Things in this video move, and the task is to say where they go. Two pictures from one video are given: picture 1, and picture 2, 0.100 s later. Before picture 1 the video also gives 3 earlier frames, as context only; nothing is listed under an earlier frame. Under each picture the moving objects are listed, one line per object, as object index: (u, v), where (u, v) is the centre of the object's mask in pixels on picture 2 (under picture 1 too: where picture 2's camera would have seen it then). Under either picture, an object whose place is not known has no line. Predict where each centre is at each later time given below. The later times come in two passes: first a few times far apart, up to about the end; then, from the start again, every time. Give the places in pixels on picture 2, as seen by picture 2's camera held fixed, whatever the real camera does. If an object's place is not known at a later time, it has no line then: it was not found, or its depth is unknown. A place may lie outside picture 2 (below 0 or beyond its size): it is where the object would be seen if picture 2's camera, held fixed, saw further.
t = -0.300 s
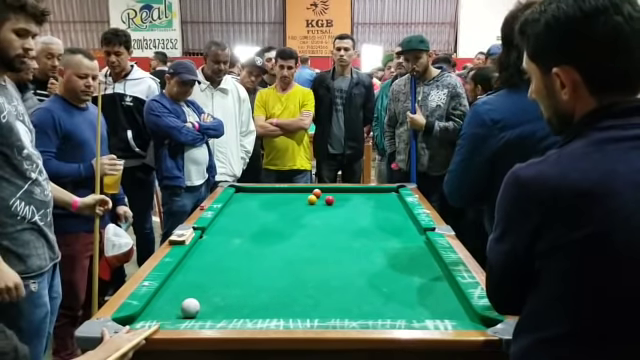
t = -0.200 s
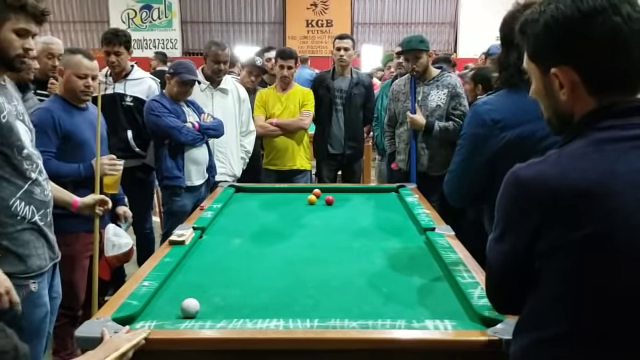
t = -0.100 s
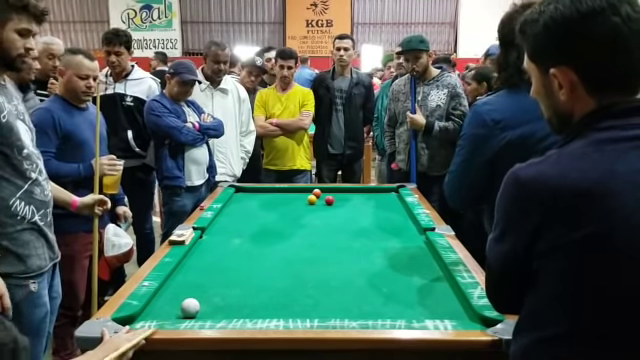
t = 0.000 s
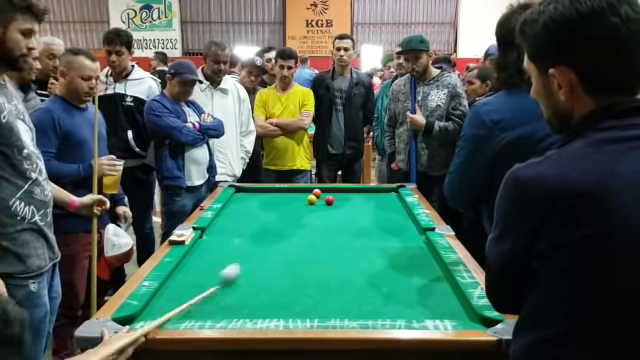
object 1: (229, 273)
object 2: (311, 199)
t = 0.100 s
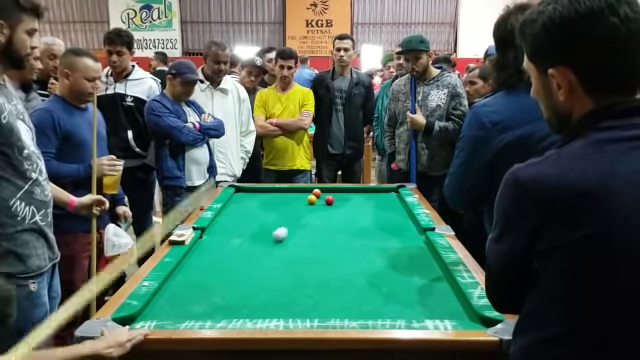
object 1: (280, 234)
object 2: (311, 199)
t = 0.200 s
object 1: (311, 209)
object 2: (311, 199)
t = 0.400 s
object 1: (333, 192)
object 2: (258, 191)
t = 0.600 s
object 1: (346, 195)
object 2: (238, 188)
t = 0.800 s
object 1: (360, 201)
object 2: (238, 188)
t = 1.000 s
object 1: (376, 204)
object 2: (241, 188)
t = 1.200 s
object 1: (392, 208)
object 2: (241, 188)
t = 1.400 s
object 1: (404, 211)
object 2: (241, 188)
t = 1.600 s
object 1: (396, 213)
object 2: (241, 189)
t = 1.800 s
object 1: (388, 215)
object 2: (241, 189)
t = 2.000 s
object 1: (380, 217)
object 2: (241, 189)
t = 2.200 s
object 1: (372, 219)
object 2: (241, 189)
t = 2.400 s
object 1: (365, 221)
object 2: (241, 189)
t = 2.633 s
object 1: (357, 224)
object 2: (241, 189)
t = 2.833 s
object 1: (350, 225)
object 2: (241, 189)
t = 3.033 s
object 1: (343, 227)
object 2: (241, 189)
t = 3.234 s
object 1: (337, 229)
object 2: (241, 189)
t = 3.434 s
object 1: (331, 230)
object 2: (241, 189)
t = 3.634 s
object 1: (326, 231)
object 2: (241, 189)
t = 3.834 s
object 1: (321, 232)
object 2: (241, 189)
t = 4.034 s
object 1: (317, 233)
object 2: (241, 189)
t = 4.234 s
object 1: (314, 234)
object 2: (241, 189)
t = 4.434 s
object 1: (310, 234)
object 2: (241, 189)
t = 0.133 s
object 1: (292, 224)
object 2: (311, 199)
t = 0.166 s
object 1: (302, 216)
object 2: (311, 199)
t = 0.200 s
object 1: (311, 209)
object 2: (311, 199)
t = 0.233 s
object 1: (320, 202)
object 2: (311, 199)
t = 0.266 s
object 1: (322, 198)
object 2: (303, 197)
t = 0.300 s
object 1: (325, 196)
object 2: (290, 196)
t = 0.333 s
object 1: (327, 196)
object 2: (279, 194)
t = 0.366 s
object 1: (330, 194)
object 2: (268, 192)
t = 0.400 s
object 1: (333, 192)
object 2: (258, 191)
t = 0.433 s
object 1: (336, 190)
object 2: (248, 189)
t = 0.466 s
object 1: (339, 189)
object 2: (239, 188)
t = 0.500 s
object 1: (341, 190)
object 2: (237, 188)
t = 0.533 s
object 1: (342, 191)
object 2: (237, 188)
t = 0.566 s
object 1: (344, 193)
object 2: (237, 188)
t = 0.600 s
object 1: (346, 195)
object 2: (238, 188)
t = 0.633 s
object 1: (348, 196)
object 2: (238, 188)
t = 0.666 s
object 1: (350, 197)
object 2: (238, 188)
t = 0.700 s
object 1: (352, 198)
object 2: (237, 188)
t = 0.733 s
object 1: (355, 199)
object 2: (237, 188)
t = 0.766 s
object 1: (357, 200)
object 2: (238, 188)
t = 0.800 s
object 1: (360, 201)
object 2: (238, 188)
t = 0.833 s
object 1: (362, 201)
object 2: (238, 188)
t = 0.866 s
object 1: (365, 202)
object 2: (239, 188)
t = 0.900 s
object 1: (368, 202)
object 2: (239, 188)
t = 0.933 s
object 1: (371, 203)
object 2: (240, 188)
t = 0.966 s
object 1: (373, 204)
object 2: (240, 188)
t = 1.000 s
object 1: (376, 204)
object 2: (241, 188)
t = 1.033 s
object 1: (379, 205)
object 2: (241, 188)
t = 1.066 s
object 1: (381, 205)
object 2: (241, 188)
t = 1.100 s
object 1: (384, 206)
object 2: (241, 188)
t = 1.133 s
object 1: (387, 207)
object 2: (241, 188)
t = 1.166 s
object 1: (389, 207)
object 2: (241, 188)
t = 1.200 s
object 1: (392, 208)
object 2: (241, 188)
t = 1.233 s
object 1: (395, 208)
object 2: (241, 188)
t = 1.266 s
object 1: (398, 209)
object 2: (241, 188)
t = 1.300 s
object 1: (400, 210)
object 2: (241, 188)
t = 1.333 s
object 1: (403, 210)
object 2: (241, 188)
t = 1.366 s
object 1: (405, 211)
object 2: (241, 188)
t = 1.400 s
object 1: (404, 211)
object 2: (241, 188)
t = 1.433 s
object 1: (403, 212)
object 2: (241, 188)
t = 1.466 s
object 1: (401, 212)
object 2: (241, 189)
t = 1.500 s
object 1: (400, 212)
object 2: (241, 189)
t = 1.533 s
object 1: (399, 213)
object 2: (241, 189)
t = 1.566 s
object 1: (397, 213)
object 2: (241, 189)
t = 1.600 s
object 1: (396, 213)
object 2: (241, 189)
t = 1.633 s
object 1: (394, 214)
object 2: (241, 189)
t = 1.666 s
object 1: (393, 214)
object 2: (241, 189)
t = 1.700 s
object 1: (392, 214)
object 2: (241, 189)
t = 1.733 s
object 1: (391, 215)
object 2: (241, 189)
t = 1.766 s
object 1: (390, 215)
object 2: (241, 189)
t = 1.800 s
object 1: (388, 215)
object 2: (241, 189)
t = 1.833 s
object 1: (387, 216)
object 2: (241, 189)
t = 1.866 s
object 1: (386, 216)
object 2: (241, 189)
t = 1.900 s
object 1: (384, 216)
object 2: (241, 189)
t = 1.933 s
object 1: (383, 217)
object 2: (241, 189)
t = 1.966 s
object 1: (381, 217)
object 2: (241, 189)
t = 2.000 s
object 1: (380, 217)
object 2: (241, 189)
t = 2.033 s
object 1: (379, 218)
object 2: (241, 189)
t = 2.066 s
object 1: (377, 218)
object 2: (241, 189)
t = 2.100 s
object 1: (376, 219)
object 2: (241, 189)
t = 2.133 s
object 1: (375, 219)
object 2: (241, 189)
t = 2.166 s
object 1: (374, 219)
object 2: (241, 189)
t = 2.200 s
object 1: (372, 219)
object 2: (241, 189)
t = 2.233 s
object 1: (371, 220)
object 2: (241, 189)
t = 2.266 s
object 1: (370, 220)
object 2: (240, 189)
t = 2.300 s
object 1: (368, 221)
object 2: (240, 189)
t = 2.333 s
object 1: (367, 221)
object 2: (241, 189)
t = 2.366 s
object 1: (366, 221)
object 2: (241, 189)
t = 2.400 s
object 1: (365, 221)
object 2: (241, 189)
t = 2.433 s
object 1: (364, 222)
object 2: (241, 189)
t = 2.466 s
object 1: (363, 222)
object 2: (241, 189)
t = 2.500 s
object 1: (361, 222)
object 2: (241, 189)
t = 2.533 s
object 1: (360, 223)
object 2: (241, 189)
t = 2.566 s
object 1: (359, 223)
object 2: (241, 189)
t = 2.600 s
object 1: (358, 223)
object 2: (241, 189)
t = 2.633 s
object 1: (357, 224)
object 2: (241, 189)
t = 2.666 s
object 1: (356, 224)
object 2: (241, 189)
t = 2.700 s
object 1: (355, 224)
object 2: (241, 189)
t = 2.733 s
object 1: (353, 224)
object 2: (241, 189)
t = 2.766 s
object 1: (352, 225)
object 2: (241, 189)
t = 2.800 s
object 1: (351, 225)
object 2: (241, 189)
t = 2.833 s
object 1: (350, 225)
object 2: (241, 189)
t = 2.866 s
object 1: (348, 226)
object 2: (241, 189)
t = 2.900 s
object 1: (347, 226)
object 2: (241, 189)
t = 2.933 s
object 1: (346, 226)
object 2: (241, 189)
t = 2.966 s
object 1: (345, 226)
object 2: (241, 189)
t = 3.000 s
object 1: (344, 227)
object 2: (241, 189)
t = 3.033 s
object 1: (343, 227)
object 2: (241, 189)
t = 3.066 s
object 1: (342, 227)
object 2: (241, 189)
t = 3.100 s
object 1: (341, 228)
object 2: (241, 189)
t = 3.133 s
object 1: (340, 228)
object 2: (241, 189)
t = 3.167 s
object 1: (339, 228)
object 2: (241, 189)
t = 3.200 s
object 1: (338, 229)
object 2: (241, 189)
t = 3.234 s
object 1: (337, 229)
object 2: (241, 189)
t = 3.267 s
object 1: (336, 229)
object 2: (241, 189)
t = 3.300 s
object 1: (335, 229)
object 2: (241, 189)
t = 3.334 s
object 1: (334, 229)
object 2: (241, 189)
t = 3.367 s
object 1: (333, 230)
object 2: (241, 189)
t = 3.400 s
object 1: (332, 230)
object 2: (241, 189)
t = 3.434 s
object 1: (331, 230)
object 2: (241, 189)
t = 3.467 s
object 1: (330, 231)
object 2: (241, 189)
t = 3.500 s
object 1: (330, 231)
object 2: (241, 189)
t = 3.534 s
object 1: (329, 231)
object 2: (241, 189)
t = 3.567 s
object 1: (328, 231)
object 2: (241, 188)
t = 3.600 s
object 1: (327, 231)
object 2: (241, 189)
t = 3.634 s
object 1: (326, 231)
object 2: (241, 189)
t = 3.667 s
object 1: (325, 232)
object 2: (241, 189)
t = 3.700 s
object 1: (325, 232)
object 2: (241, 189)
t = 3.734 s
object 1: (324, 232)
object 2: (241, 189)
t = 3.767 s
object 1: (323, 232)
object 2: (241, 189)
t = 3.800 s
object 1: (322, 232)
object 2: (241, 189)
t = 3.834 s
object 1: (321, 232)
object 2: (241, 189)
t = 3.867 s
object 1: (321, 232)
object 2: (241, 189)
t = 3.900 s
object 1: (320, 233)
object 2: (241, 189)
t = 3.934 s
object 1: (319, 233)
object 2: (241, 189)
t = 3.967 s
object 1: (318, 233)
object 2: (241, 189)
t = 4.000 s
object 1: (318, 233)
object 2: (241, 189)
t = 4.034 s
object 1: (317, 233)
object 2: (241, 189)
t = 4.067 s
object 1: (316, 233)
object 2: (241, 189)
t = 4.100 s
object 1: (316, 233)
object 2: (241, 189)
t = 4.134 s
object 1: (315, 233)
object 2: (241, 189)
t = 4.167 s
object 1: (314, 233)
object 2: (241, 189)
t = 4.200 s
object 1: (314, 234)
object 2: (241, 189)
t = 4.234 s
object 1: (314, 234)
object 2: (241, 189)
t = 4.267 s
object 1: (313, 234)
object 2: (241, 189)
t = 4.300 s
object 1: (312, 234)
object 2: (241, 188)
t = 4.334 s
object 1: (312, 234)
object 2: (241, 189)
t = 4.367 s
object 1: (311, 234)
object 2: (241, 189)
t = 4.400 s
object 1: (310, 234)
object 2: (241, 189)
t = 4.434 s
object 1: (310, 234)
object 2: (241, 189)
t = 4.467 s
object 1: (310, 234)
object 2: (241, 189)
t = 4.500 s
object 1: (310, 234)
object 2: (241, 189)
